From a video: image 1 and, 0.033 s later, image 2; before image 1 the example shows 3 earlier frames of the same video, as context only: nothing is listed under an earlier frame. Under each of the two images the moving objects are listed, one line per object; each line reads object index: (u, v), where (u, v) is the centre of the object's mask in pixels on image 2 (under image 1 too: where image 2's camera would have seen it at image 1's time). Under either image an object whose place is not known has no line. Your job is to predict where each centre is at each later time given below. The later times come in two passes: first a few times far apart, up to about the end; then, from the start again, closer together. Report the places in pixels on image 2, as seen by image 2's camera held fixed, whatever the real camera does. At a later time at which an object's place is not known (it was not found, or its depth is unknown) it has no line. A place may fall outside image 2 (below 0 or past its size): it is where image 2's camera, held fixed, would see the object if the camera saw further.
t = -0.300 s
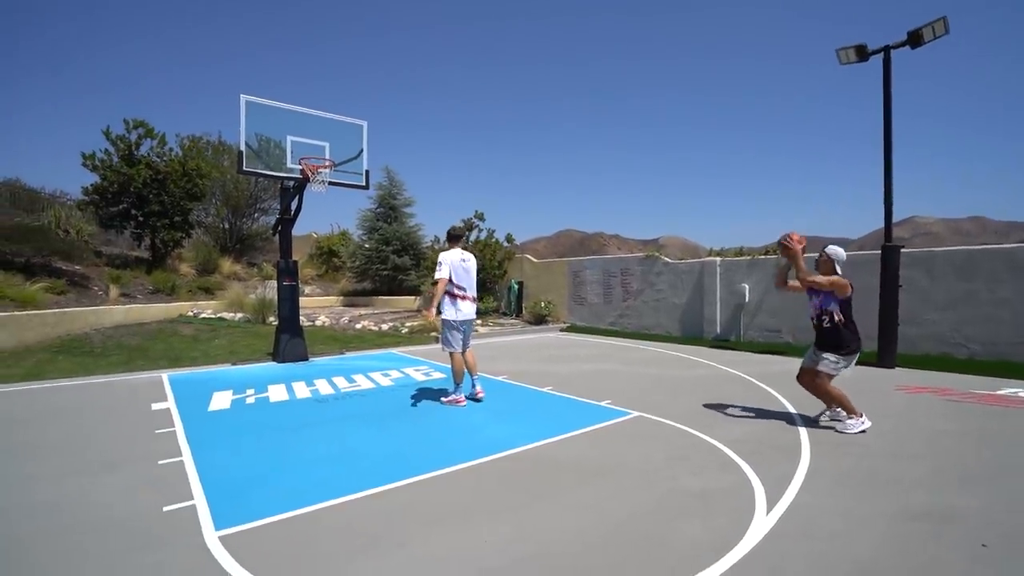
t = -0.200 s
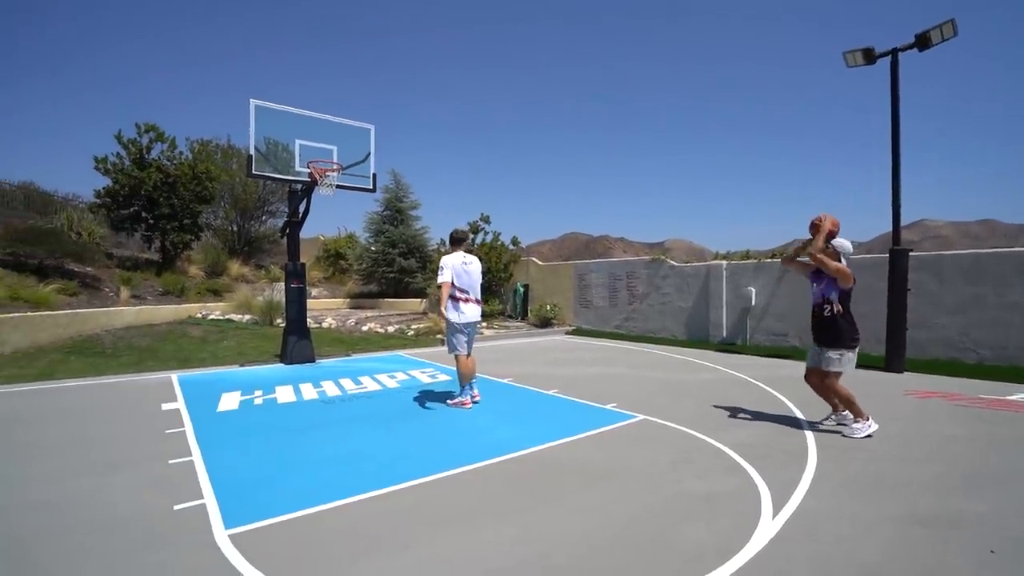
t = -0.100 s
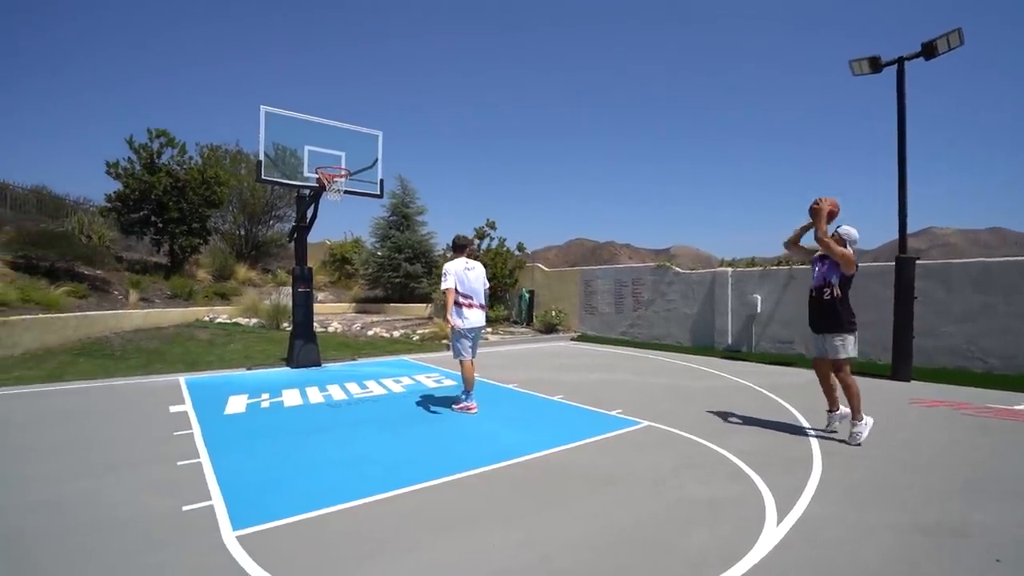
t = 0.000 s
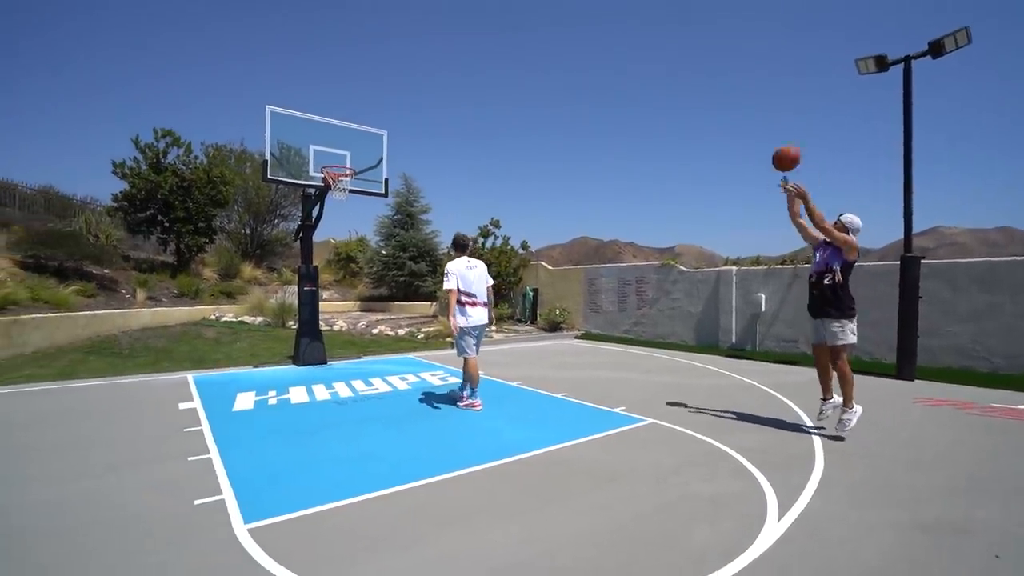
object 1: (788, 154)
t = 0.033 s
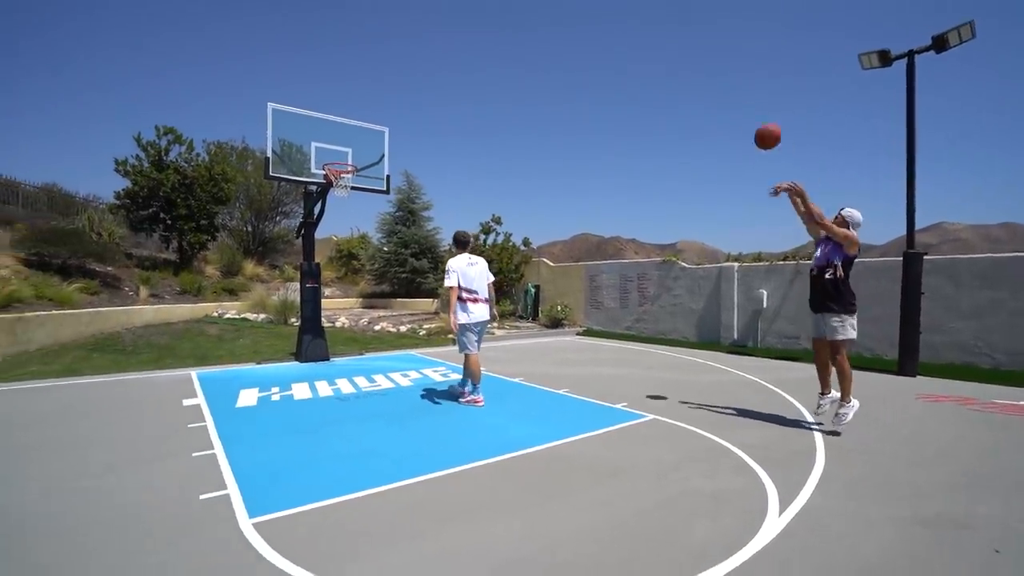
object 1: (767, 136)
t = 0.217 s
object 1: (668, 67)
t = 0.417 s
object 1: (577, 37)
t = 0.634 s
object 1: (494, 44)
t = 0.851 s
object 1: (427, 84)
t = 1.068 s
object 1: (369, 149)
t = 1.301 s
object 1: (420, 187)
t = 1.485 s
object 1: (482, 236)
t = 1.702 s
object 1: (564, 329)
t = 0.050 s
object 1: (758, 128)
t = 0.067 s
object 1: (749, 120)
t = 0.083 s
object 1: (739, 113)
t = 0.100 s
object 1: (730, 105)
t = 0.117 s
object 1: (721, 98)
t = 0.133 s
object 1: (712, 92)
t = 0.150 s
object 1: (703, 86)
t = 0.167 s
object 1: (694, 81)
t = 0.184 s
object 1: (685, 76)
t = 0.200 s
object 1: (676, 71)
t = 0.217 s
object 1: (668, 67)
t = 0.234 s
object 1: (659, 63)
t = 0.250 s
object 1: (651, 59)
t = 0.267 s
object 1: (644, 56)
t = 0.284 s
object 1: (636, 52)
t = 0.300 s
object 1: (628, 49)
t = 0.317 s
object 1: (620, 47)
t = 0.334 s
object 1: (613, 44)
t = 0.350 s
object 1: (605, 42)
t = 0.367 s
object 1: (599, 40)
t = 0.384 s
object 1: (591, 39)
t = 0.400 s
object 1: (584, 37)
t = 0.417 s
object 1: (577, 37)
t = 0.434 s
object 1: (570, 36)
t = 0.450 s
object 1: (563, 35)
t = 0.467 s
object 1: (556, 35)
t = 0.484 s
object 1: (550, 35)
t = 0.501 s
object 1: (543, 35)
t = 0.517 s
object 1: (537, 35)
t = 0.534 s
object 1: (531, 36)
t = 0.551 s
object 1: (524, 37)
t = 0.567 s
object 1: (518, 38)
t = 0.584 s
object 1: (512, 40)
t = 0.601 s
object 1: (506, 42)
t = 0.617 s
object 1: (500, 43)
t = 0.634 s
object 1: (494, 44)
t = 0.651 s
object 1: (489, 47)
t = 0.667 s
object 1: (483, 49)
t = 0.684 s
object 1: (478, 52)
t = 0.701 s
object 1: (472, 54)
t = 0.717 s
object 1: (467, 57)
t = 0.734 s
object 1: (462, 60)
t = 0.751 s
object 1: (457, 63)
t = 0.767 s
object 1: (452, 66)
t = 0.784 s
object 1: (447, 69)
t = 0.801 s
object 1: (442, 73)
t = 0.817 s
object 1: (437, 76)
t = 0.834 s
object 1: (432, 80)
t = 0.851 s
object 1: (427, 84)
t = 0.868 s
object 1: (422, 89)
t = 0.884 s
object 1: (417, 92)
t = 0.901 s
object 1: (412, 97)
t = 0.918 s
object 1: (408, 102)
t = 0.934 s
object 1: (403, 106)
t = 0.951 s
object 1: (399, 111)
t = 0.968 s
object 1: (394, 116)
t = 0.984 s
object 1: (390, 121)
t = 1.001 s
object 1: (385, 126)
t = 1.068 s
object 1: (369, 149)
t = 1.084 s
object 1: (365, 155)
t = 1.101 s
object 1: (360, 161)
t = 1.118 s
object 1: (358, 165)
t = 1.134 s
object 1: (363, 166)
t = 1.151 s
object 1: (369, 168)
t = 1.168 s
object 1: (374, 170)
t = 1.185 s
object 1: (380, 171)
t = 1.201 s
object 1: (385, 173)
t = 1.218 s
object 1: (392, 174)
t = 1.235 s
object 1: (397, 176)
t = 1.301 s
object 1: (420, 187)
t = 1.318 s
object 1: (425, 191)
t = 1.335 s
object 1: (431, 194)
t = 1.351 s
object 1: (437, 199)
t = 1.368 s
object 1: (443, 202)
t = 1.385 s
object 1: (448, 207)
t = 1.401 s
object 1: (454, 211)
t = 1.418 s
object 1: (460, 216)
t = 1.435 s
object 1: (466, 221)
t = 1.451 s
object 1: (471, 226)
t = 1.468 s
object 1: (478, 231)
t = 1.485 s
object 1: (482, 236)
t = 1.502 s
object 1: (489, 241)
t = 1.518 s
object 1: (494, 247)
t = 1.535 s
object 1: (501, 253)
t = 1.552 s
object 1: (507, 259)
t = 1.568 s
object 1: (512, 266)
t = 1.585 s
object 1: (519, 274)
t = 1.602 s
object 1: (525, 281)
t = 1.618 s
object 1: (532, 289)
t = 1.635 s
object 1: (538, 296)
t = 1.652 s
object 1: (544, 305)
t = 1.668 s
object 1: (551, 311)
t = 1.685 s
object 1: (558, 319)
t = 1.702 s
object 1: (564, 329)
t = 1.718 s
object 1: (570, 338)
